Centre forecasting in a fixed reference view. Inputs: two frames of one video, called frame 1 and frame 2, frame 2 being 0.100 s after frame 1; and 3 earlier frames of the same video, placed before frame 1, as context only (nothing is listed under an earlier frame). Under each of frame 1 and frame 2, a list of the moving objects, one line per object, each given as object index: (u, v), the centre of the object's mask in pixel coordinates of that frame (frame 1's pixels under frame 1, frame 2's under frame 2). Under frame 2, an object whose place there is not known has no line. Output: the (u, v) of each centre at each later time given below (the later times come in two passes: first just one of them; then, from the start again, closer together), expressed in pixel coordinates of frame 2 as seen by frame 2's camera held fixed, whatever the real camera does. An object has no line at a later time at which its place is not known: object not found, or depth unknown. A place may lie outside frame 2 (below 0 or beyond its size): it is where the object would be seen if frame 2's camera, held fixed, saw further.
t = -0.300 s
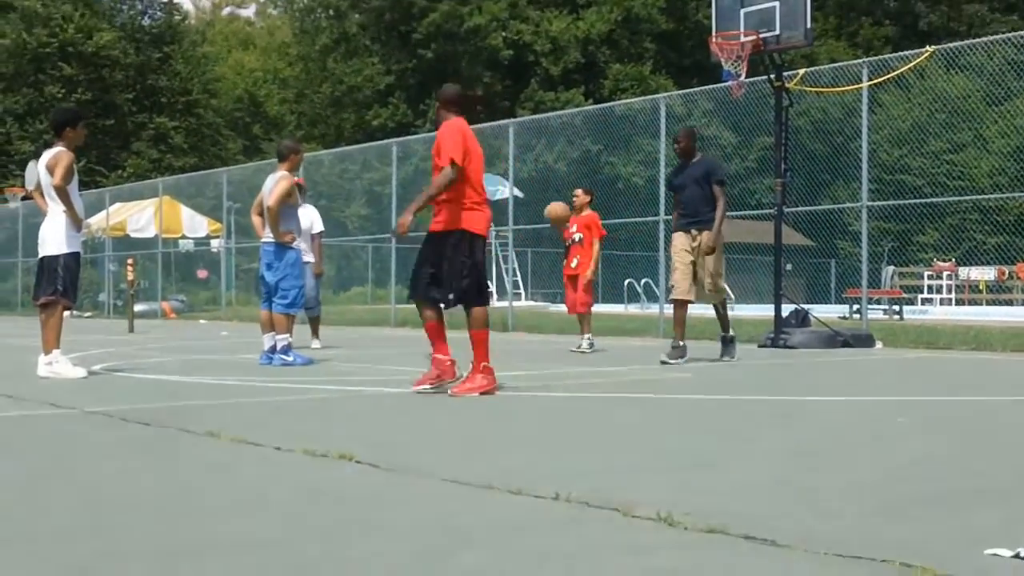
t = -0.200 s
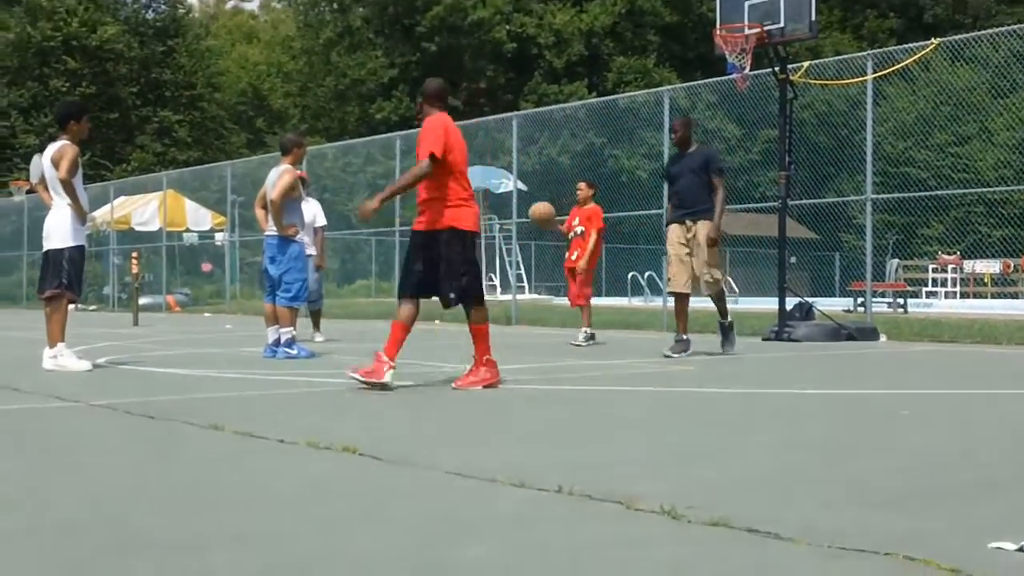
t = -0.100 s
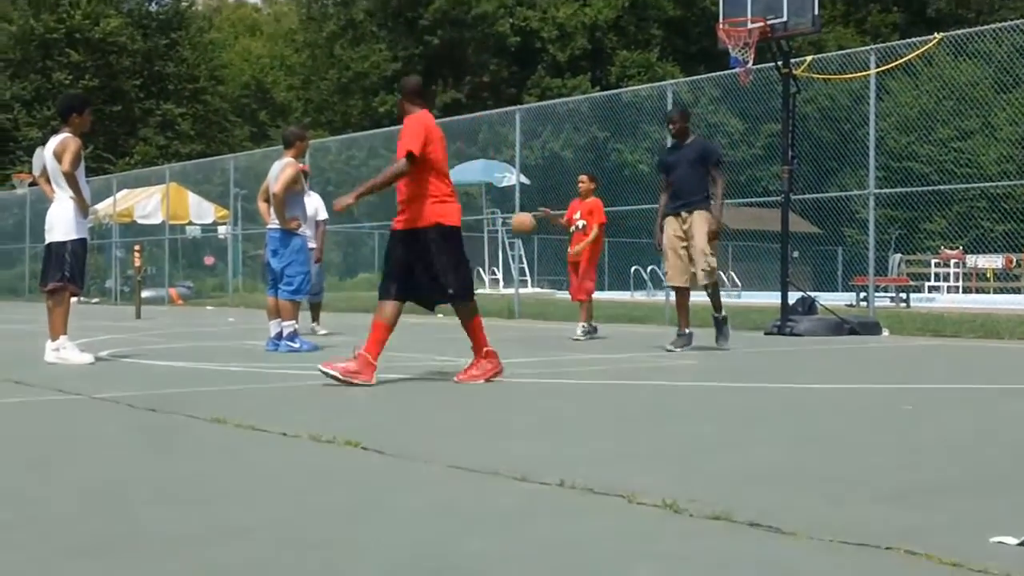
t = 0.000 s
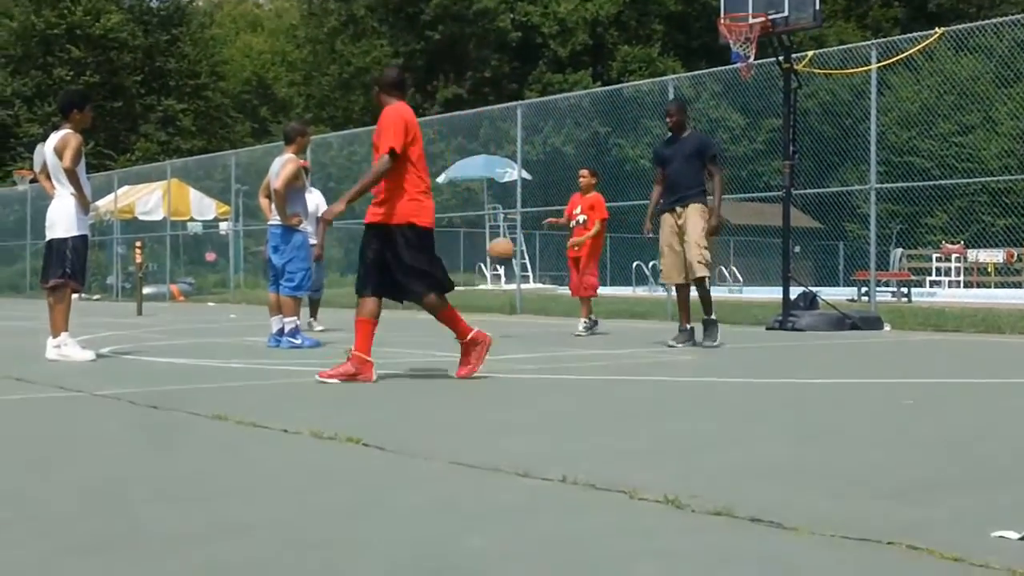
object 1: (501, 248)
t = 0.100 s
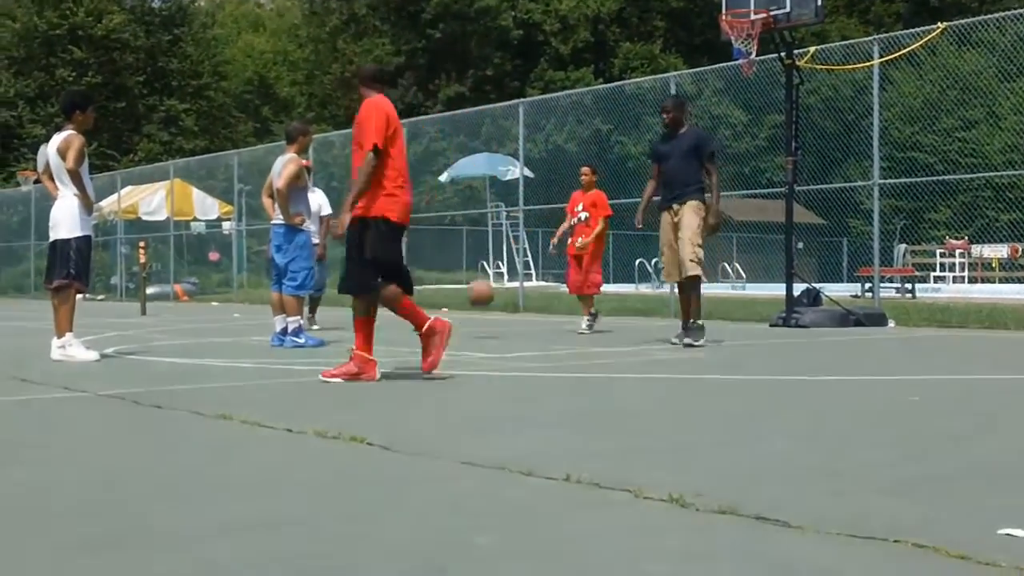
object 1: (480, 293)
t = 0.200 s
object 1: (458, 310)
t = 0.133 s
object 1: (471, 311)
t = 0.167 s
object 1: (464, 327)
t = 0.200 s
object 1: (458, 310)
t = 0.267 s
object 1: (447, 283)
